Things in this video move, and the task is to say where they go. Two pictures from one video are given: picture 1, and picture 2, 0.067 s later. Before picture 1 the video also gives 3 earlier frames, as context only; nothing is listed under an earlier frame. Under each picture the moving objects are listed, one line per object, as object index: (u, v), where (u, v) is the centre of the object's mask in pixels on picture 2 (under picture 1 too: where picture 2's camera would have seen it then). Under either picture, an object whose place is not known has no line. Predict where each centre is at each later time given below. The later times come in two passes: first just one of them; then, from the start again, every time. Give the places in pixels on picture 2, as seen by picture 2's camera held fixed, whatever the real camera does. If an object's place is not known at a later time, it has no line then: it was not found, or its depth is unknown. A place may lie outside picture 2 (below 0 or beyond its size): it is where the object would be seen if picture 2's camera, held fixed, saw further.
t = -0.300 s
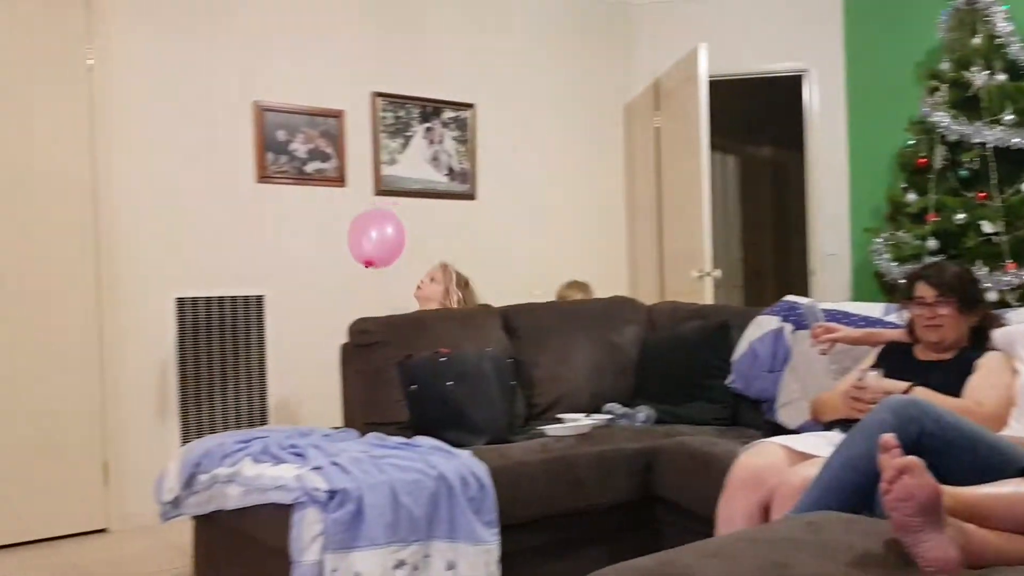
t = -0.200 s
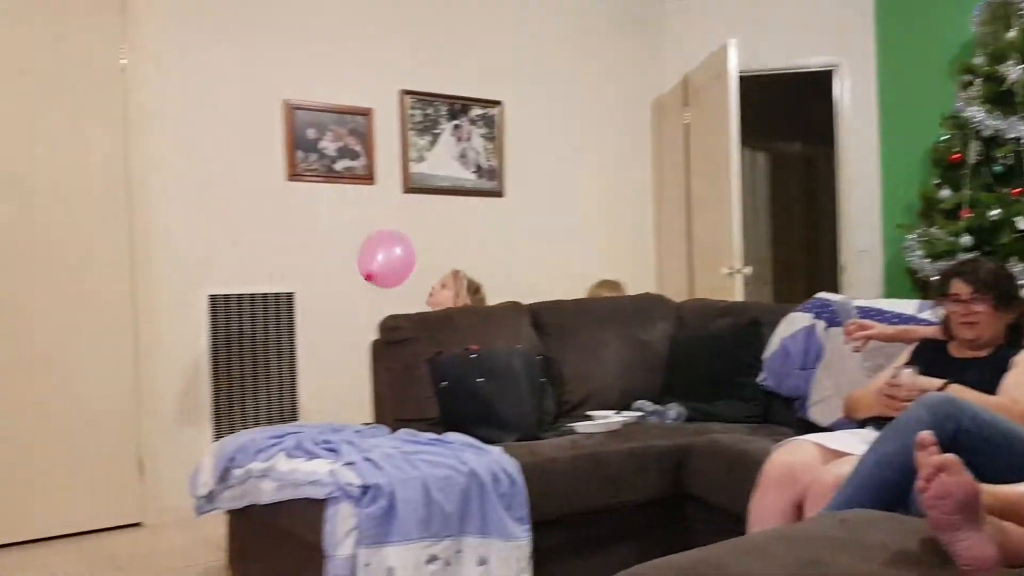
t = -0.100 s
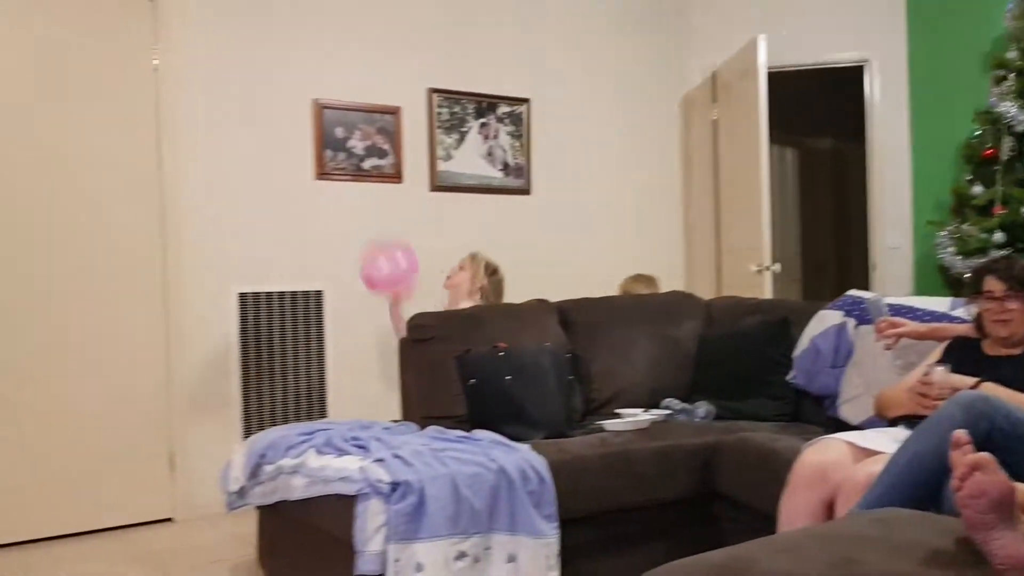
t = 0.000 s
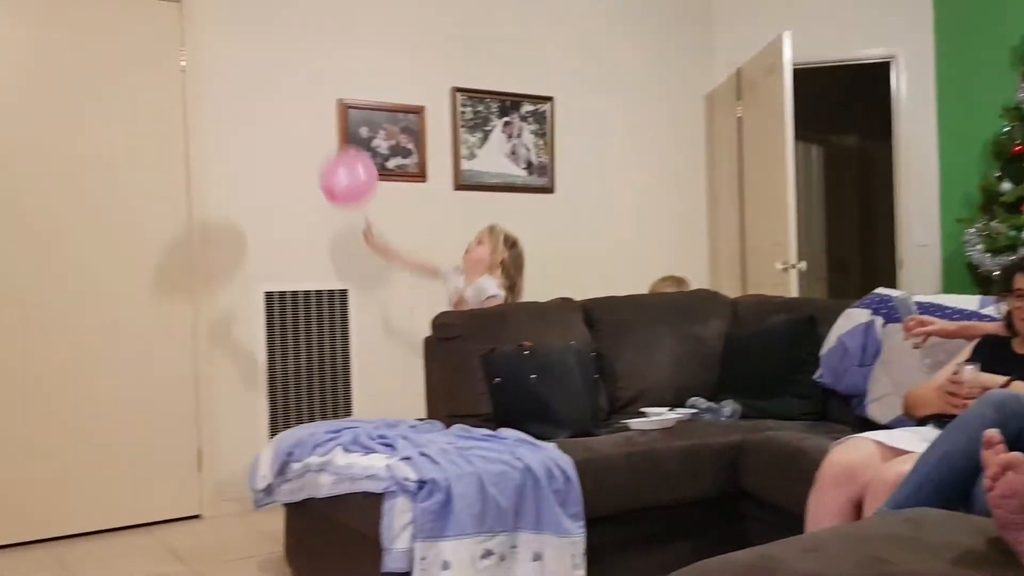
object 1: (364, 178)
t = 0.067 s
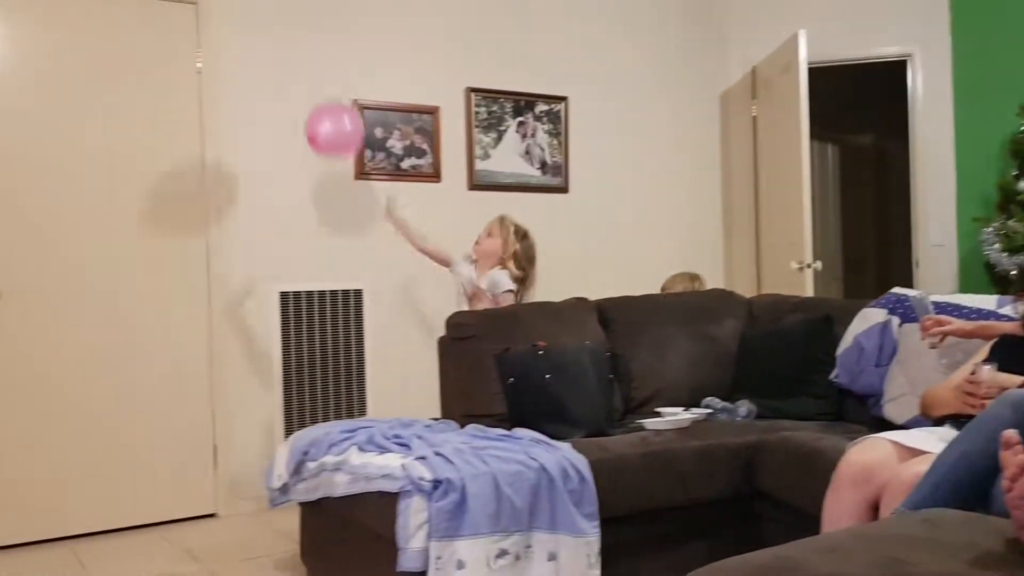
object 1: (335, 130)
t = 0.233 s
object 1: (310, 52)
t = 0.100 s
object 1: (324, 108)
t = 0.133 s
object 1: (318, 90)
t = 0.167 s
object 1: (314, 74)
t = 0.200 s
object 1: (311, 62)
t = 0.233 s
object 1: (310, 52)
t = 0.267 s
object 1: (309, 45)
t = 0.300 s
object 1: (309, 39)
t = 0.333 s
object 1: (308, 35)
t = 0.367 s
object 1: (307, 31)
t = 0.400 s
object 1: (306, 29)
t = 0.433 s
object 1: (304, 27)
